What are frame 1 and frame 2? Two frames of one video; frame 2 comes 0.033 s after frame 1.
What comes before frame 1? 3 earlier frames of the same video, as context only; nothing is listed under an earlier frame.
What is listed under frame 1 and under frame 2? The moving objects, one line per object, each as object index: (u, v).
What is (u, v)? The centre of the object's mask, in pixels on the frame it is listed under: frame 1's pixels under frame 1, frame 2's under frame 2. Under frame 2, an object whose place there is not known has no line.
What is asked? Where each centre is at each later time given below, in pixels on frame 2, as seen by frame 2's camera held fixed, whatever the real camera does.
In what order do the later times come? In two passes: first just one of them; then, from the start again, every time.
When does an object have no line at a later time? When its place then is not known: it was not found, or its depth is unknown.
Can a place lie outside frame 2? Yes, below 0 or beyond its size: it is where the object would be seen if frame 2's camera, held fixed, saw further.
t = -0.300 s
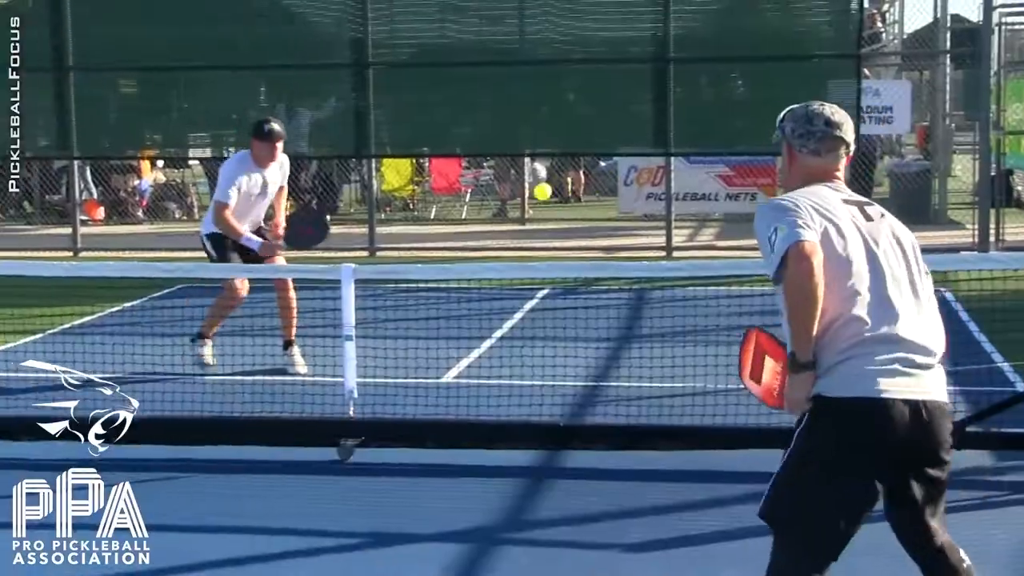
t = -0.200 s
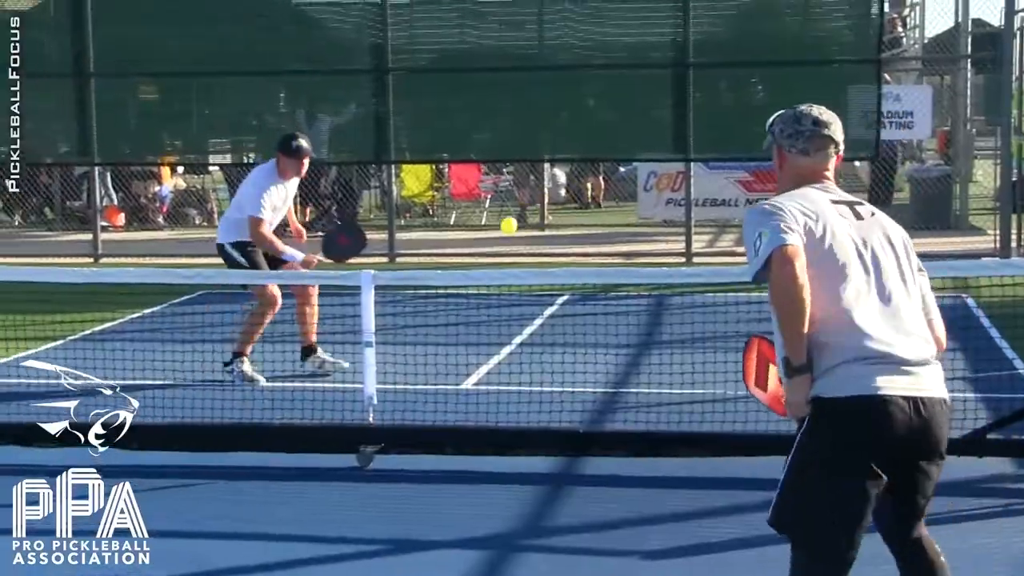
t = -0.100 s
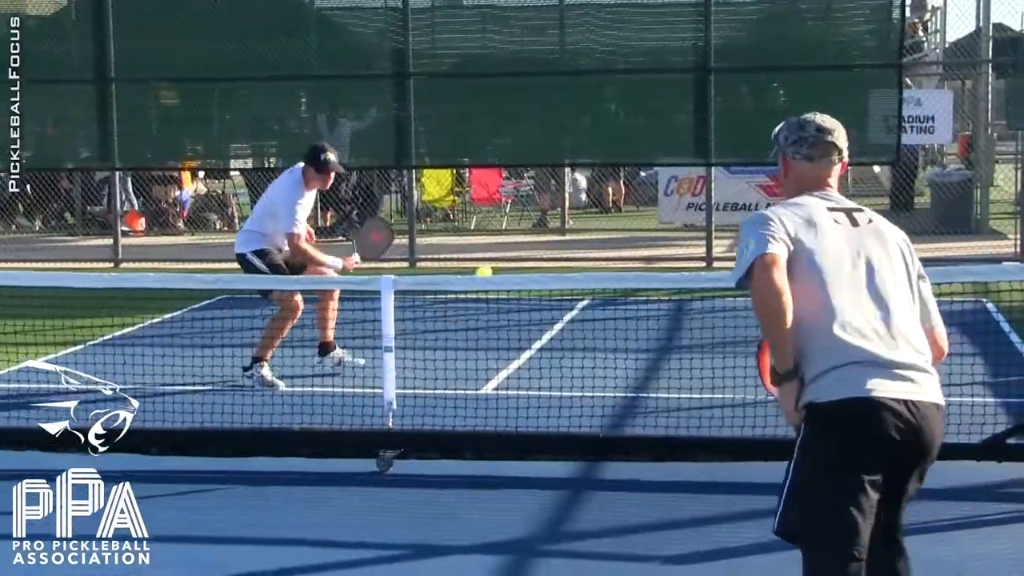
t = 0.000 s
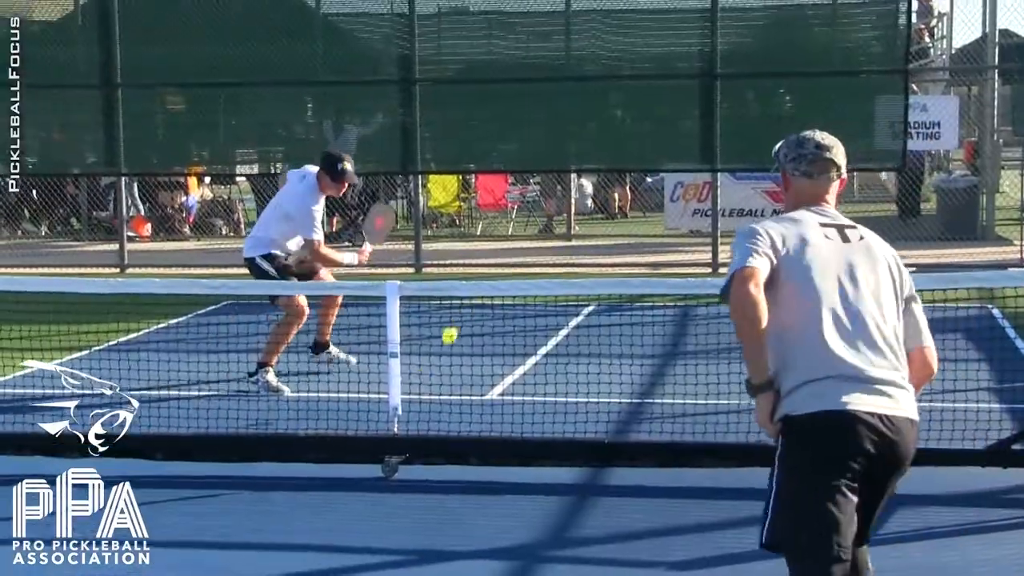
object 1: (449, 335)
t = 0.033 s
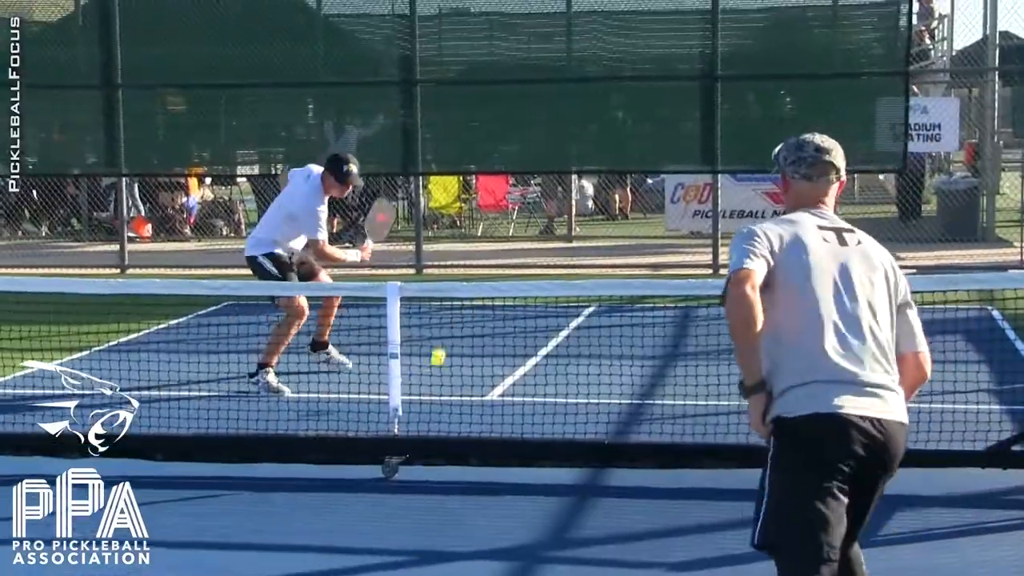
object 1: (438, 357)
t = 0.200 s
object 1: (407, 331)
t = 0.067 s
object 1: (426, 379)
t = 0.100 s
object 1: (418, 382)
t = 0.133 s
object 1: (414, 363)
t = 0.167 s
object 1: (411, 346)
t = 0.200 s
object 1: (407, 331)
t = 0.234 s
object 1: (405, 319)
